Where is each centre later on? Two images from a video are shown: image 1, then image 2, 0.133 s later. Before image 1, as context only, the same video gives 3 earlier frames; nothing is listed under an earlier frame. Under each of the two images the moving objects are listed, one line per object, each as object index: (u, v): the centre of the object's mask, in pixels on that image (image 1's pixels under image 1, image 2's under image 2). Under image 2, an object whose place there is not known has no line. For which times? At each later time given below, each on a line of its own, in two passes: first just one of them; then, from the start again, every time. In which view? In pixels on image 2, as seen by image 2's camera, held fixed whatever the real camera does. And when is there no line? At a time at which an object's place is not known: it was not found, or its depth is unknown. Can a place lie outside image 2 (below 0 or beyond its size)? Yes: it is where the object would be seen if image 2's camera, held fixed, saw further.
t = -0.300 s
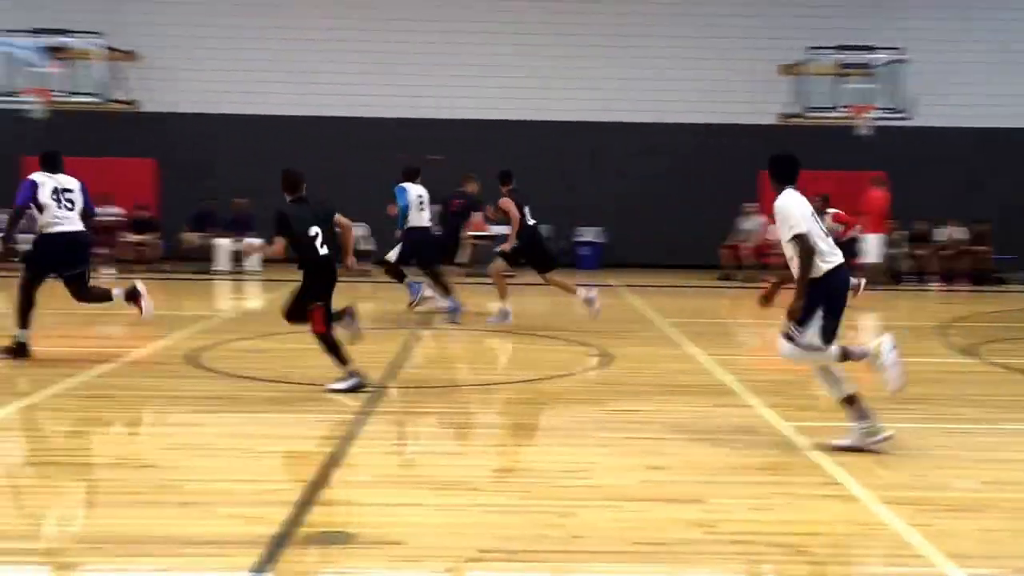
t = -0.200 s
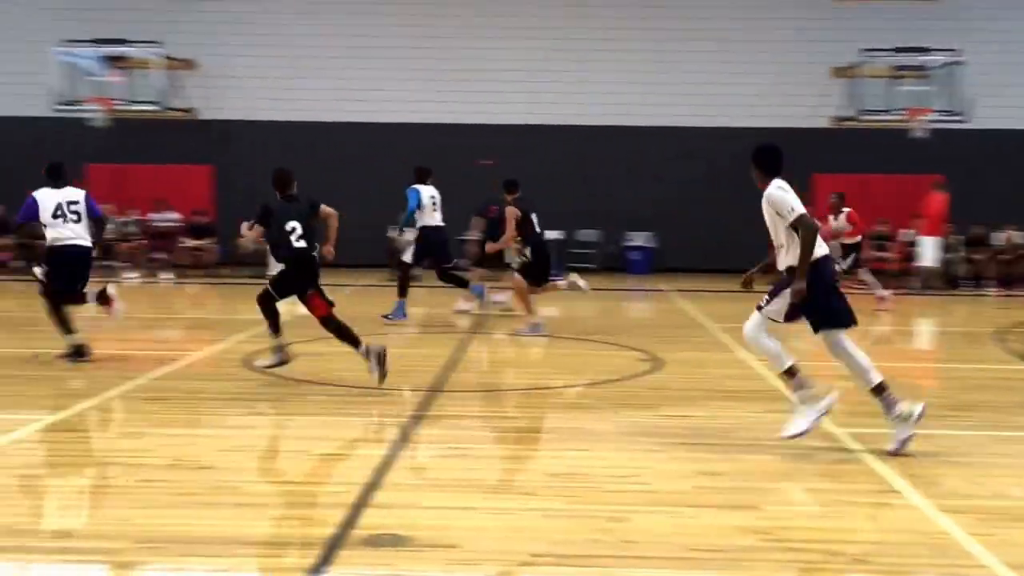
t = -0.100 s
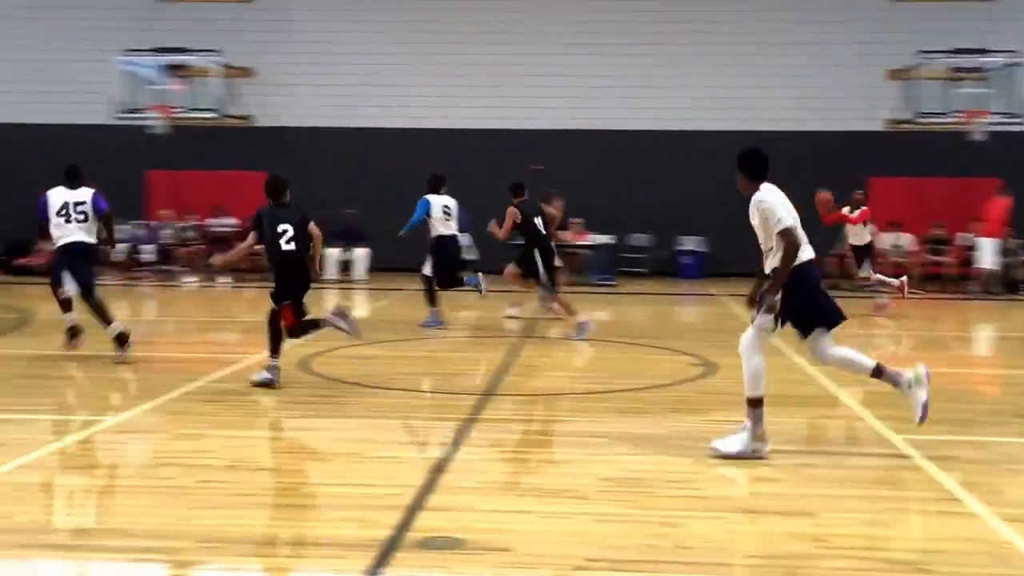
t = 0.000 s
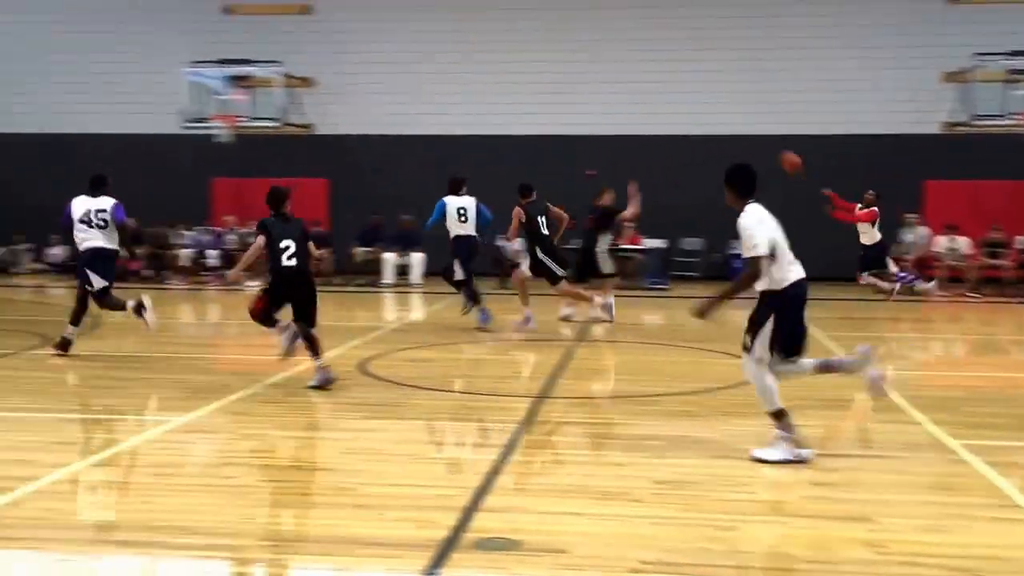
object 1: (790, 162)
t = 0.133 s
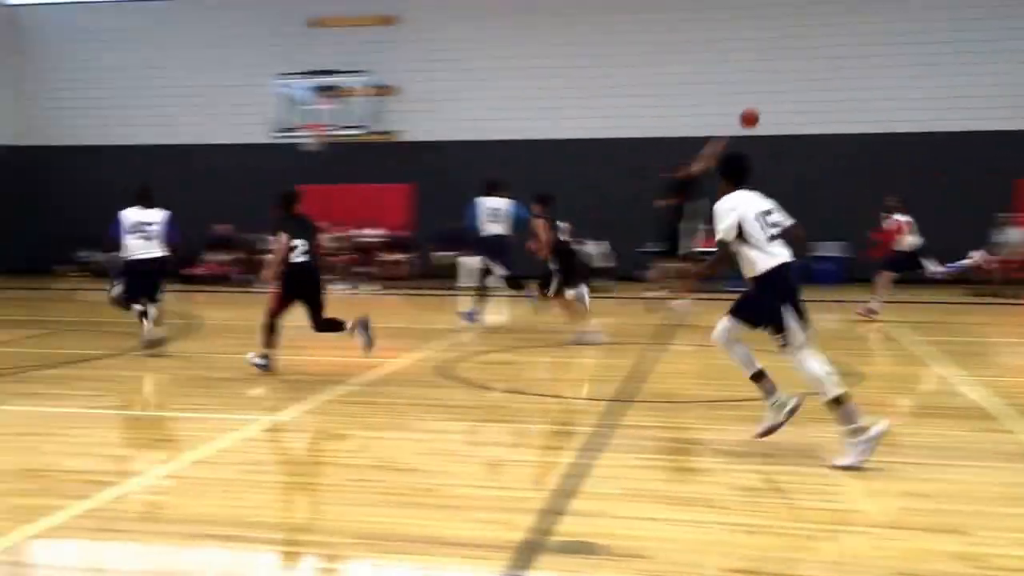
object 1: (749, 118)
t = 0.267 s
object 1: (639, 85)
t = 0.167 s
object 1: (724, 108)
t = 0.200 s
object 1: (696, 99)
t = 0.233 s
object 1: (669, 91)
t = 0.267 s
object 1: (639, 85)
